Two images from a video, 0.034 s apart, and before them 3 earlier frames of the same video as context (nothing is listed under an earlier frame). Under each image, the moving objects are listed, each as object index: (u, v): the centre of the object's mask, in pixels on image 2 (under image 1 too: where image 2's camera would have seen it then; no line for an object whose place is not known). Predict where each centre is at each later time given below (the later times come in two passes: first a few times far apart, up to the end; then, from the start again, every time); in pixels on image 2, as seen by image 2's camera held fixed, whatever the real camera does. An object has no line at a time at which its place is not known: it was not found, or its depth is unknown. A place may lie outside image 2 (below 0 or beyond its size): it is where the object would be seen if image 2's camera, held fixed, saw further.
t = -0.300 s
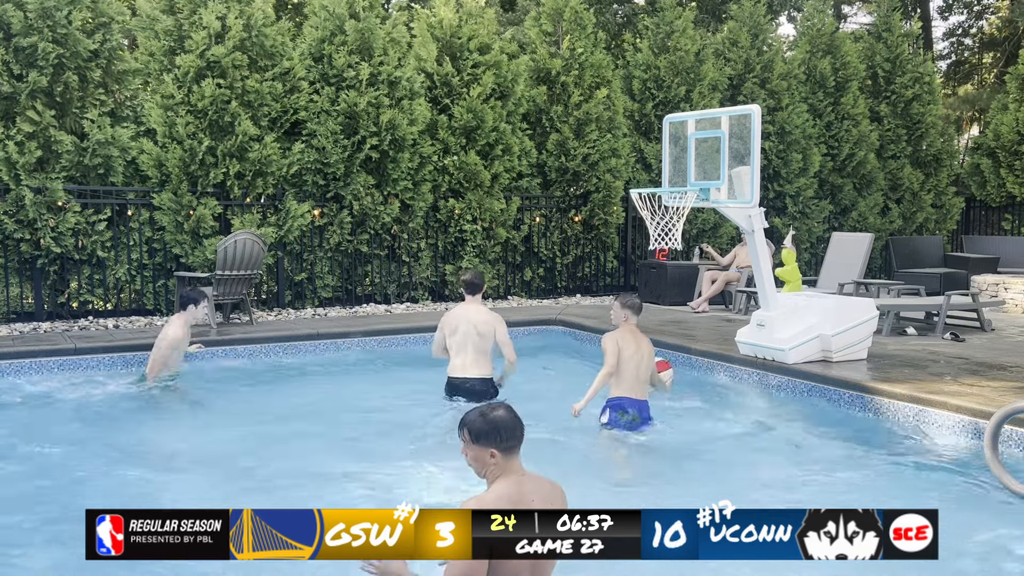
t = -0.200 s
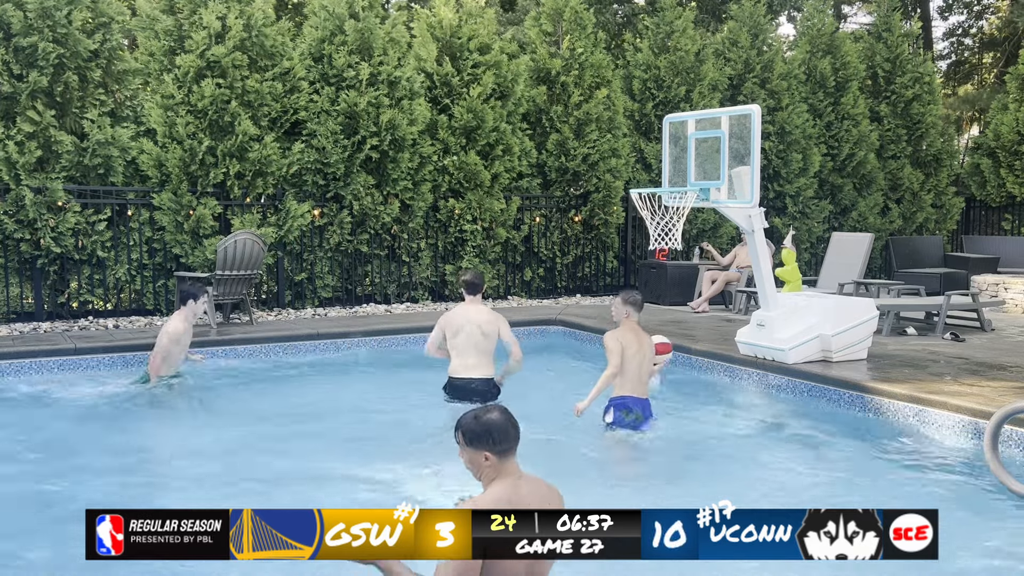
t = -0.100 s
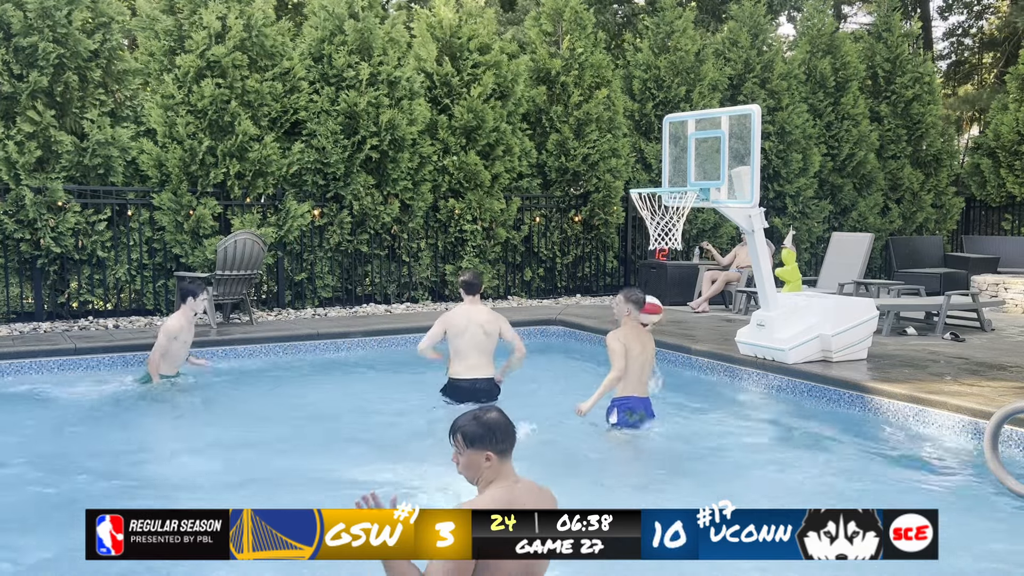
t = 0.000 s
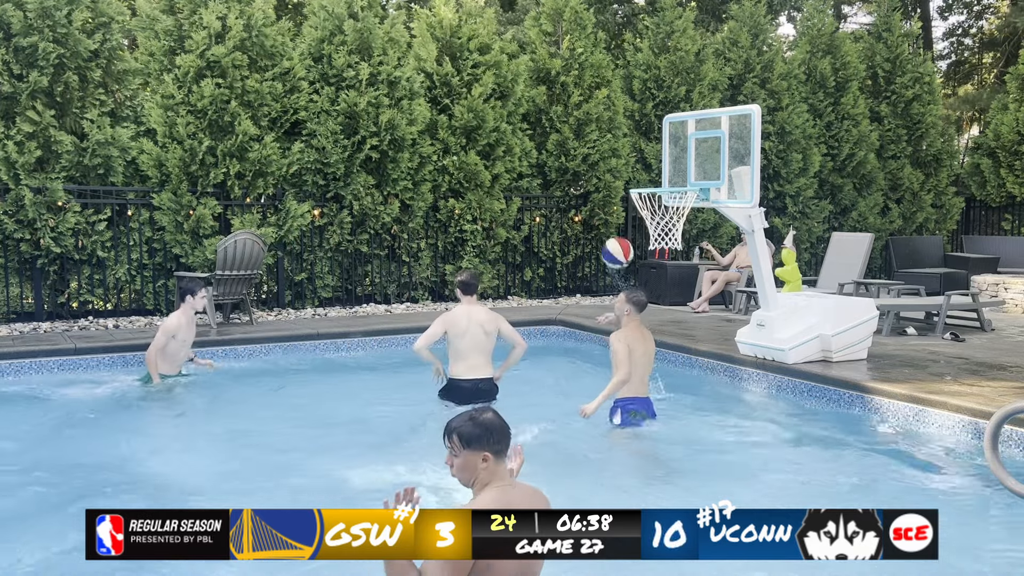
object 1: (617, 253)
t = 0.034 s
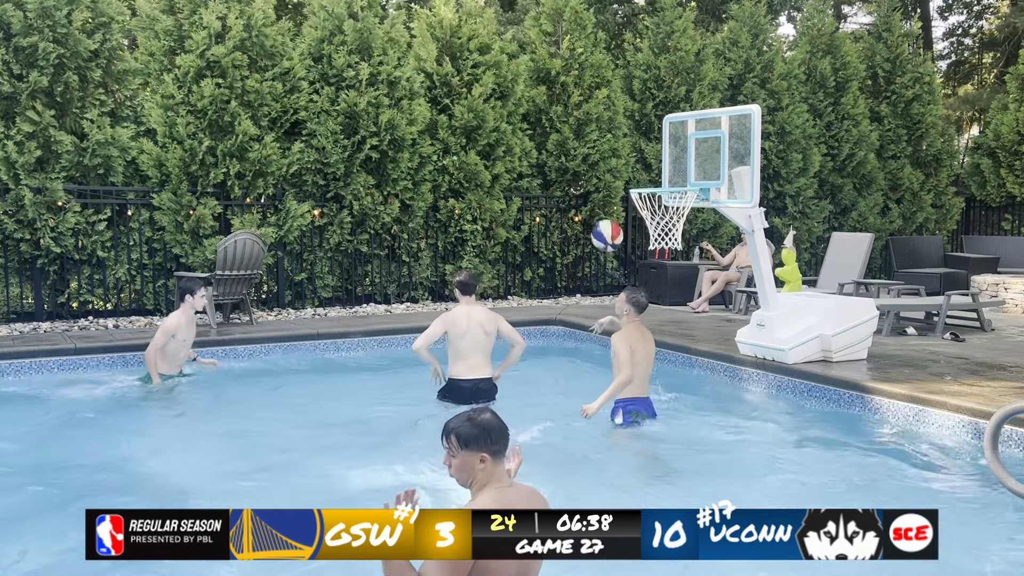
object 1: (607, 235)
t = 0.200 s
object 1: (554, 171)
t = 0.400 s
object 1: (489, 139)
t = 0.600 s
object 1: (426, 159)
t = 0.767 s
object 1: (371, 214)
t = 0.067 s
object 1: (596, 220)
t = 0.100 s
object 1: (586, 206)
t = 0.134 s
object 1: (575, 193)
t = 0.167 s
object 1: (564, 181)
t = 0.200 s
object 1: (554, 171)
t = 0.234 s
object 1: (543, 162)
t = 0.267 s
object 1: (533, 154)
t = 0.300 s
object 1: (522, 148)
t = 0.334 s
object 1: (511, 143)
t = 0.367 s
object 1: (500, 140)
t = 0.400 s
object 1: (489, 139)
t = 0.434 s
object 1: (479, 138)
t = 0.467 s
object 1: (468, 139)
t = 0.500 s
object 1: (457, 143)
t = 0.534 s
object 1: (447, 146)
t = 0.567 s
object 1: (436, 152)
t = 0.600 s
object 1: (426, 159)
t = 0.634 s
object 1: (415, 167)
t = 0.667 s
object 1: (404, 177)
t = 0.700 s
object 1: (393, 188)
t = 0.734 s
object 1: (383, 200)
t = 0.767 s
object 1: (371, 214)
